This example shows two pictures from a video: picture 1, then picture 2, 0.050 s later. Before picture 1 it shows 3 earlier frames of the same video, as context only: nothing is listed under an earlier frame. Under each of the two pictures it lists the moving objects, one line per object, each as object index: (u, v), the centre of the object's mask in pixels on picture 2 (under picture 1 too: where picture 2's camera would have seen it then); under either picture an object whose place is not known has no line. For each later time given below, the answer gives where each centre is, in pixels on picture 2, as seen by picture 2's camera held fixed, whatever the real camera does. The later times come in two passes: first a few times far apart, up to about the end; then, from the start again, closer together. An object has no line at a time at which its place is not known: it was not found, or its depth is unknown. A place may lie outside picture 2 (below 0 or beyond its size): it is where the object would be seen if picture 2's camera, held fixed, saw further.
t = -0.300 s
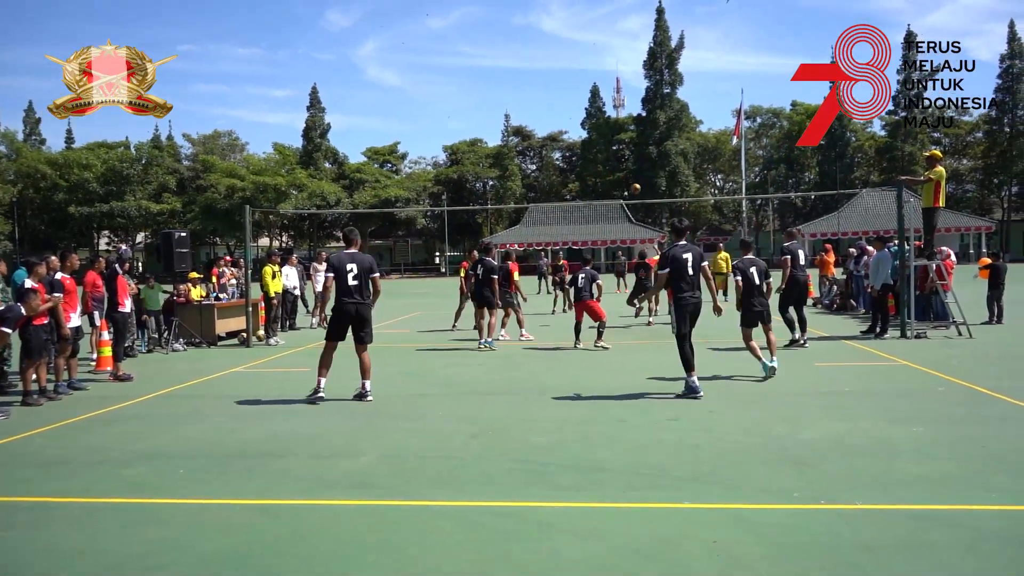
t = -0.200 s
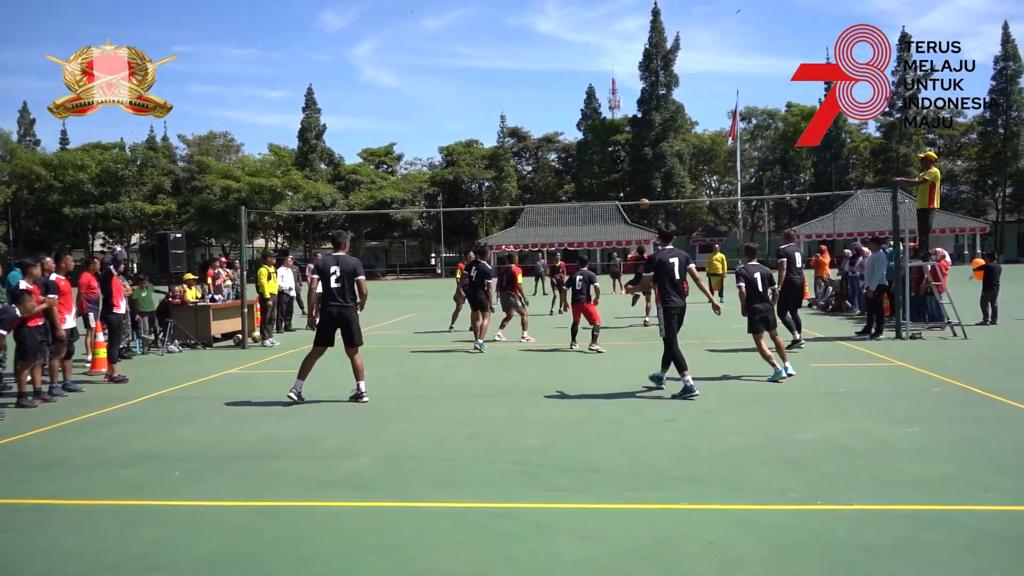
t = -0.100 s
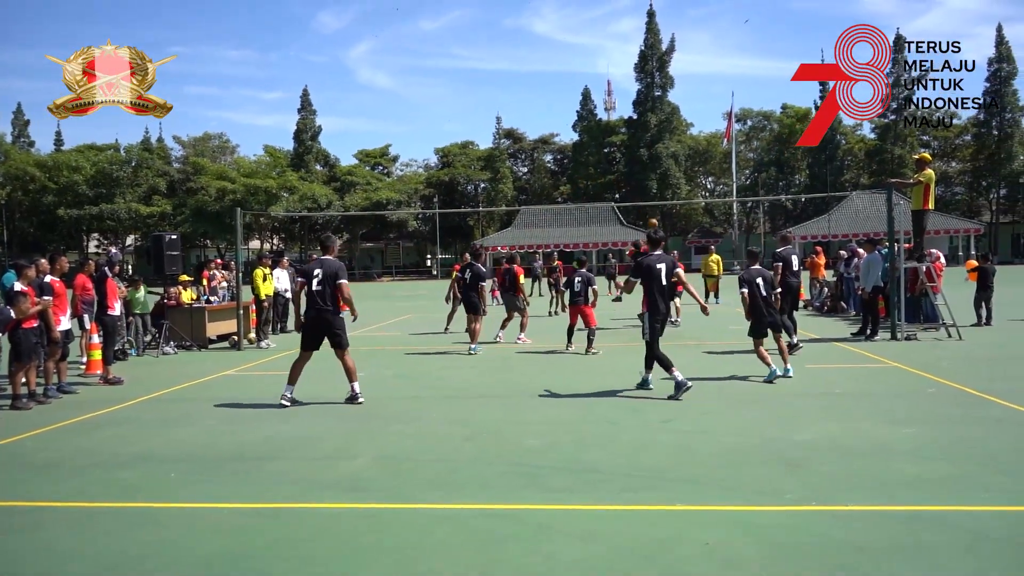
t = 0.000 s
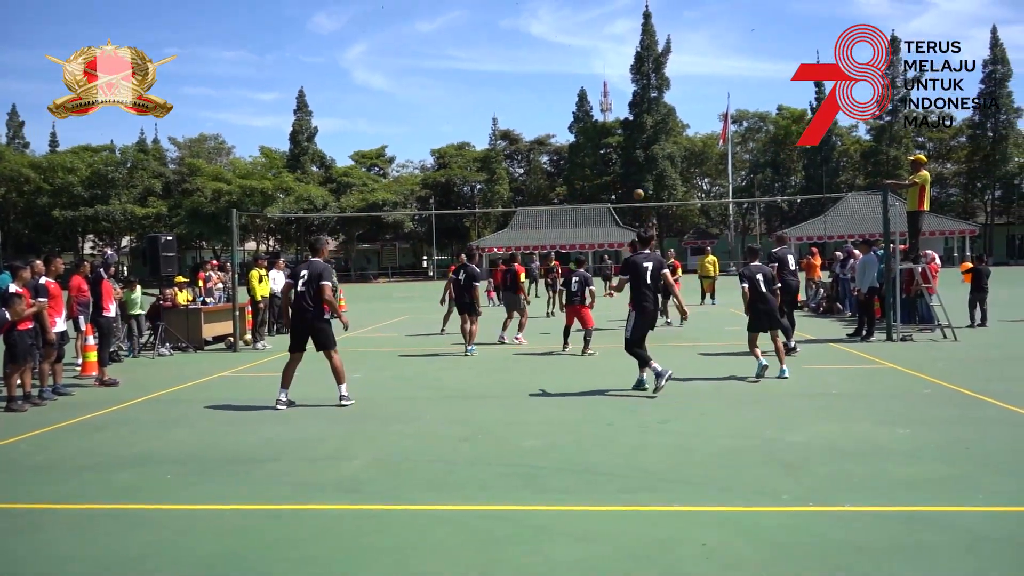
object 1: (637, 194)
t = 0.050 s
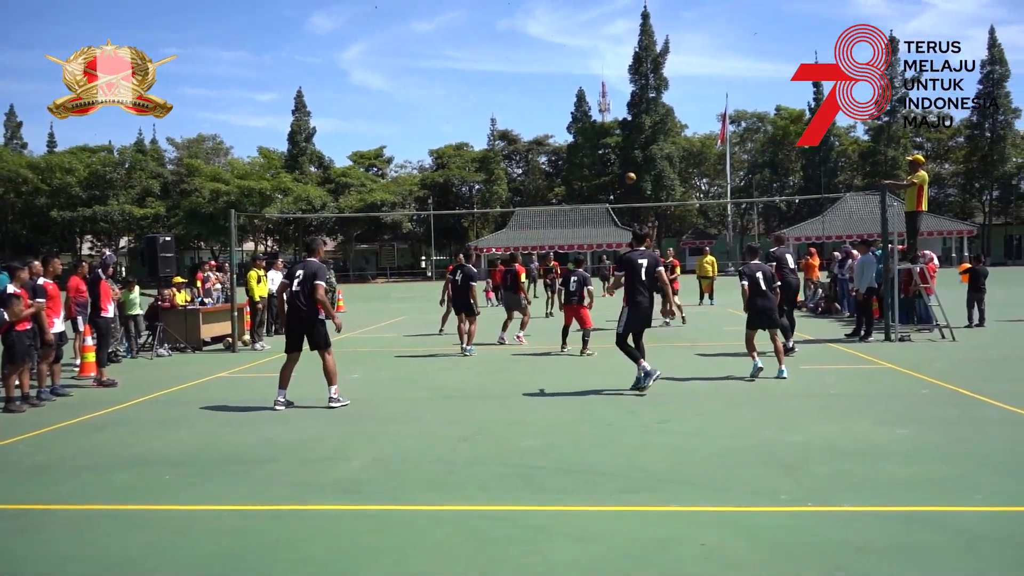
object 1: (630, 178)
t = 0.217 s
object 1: (608, 129)
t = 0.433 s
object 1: (575, 79)
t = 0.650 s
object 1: (541, 53)
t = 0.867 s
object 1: (506, 54)
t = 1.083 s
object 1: (464, 91)
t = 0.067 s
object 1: (629, 174)
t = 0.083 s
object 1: (626, 167)
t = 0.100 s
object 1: (623, 162)
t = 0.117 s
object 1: (622, 158)
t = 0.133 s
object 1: (620, 152)
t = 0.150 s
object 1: (618, 146)
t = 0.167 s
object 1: (617, 142)
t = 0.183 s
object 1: (613, 138)
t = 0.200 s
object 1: (610, 131)
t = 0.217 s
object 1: (608, 129)
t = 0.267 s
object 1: (602, 116)
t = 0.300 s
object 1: (595, 107)
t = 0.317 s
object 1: (594, 104)
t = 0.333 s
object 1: (592, 100)
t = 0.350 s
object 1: (589, 95)
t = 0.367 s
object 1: (587, 93)
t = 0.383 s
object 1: (584, 89)
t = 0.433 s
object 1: (575, 79)
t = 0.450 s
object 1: (573, 76)
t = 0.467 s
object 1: (571, 74)
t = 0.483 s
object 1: (568, 71)
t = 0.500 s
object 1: (565, 69)
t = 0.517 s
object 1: (563, 67)
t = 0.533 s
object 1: (560, 64)
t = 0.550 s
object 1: (557, 62)
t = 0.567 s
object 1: (556, 60)
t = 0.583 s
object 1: (553, 59)
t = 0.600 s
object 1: (549, 57)
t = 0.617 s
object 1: (548, 56)
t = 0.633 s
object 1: (545, 54)
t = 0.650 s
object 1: (541, 53)
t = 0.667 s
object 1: (540, 52)
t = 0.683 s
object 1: (536, 51)
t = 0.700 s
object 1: (533, 50)
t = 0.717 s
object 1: (531, 50)
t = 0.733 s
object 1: (528, 50)
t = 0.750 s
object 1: (525, 50)
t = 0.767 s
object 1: (523, 50)
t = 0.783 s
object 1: (520, 50)
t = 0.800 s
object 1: (516, 50)
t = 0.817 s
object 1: (514, 51)
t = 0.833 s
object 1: (511, 52)
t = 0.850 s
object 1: (507, 53)
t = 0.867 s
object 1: (506, 54)
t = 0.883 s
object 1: (502, 56)
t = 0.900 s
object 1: (498, 58)
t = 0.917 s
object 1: (497, 59)
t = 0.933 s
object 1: (493, 61)
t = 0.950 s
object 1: (489, 64)
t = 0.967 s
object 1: (487, 66)
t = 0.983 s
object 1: (483, 69)
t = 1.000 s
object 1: (480, 73)
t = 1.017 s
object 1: (478, 75)
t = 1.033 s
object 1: (474, 79)
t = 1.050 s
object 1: (470, 84)
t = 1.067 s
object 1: (468, 86)
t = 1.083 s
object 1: (464, 91)
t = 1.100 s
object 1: (460, 97)
